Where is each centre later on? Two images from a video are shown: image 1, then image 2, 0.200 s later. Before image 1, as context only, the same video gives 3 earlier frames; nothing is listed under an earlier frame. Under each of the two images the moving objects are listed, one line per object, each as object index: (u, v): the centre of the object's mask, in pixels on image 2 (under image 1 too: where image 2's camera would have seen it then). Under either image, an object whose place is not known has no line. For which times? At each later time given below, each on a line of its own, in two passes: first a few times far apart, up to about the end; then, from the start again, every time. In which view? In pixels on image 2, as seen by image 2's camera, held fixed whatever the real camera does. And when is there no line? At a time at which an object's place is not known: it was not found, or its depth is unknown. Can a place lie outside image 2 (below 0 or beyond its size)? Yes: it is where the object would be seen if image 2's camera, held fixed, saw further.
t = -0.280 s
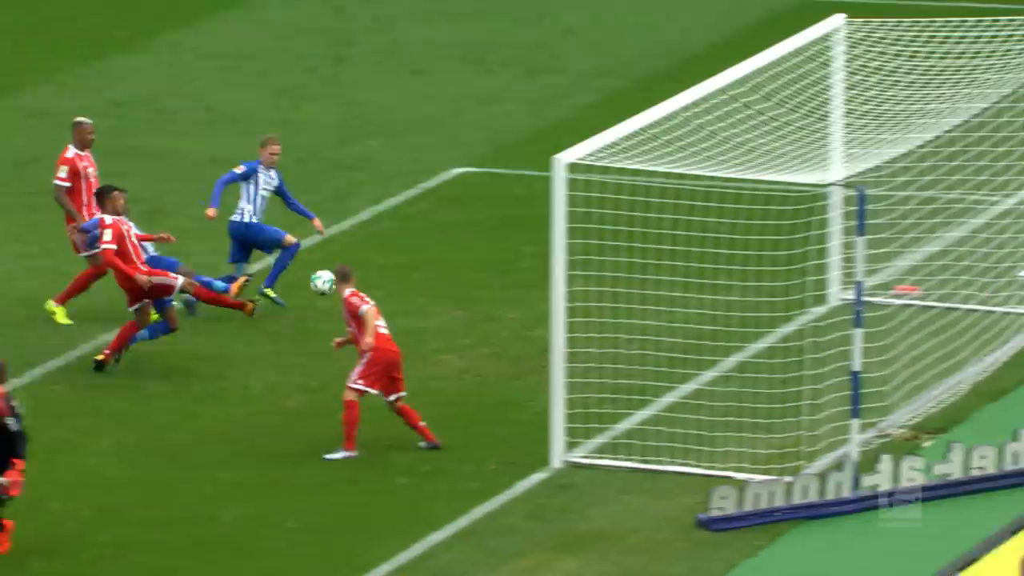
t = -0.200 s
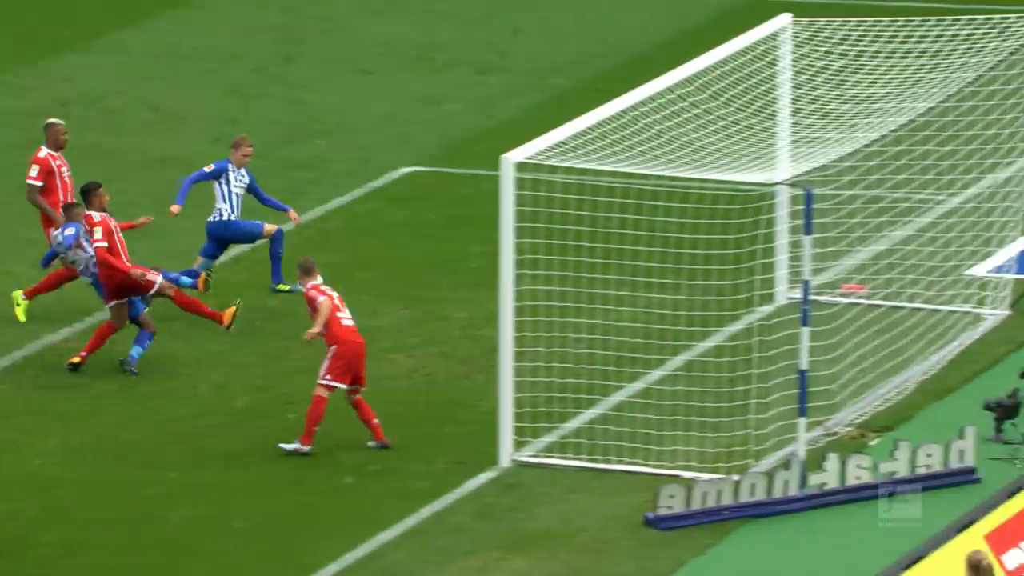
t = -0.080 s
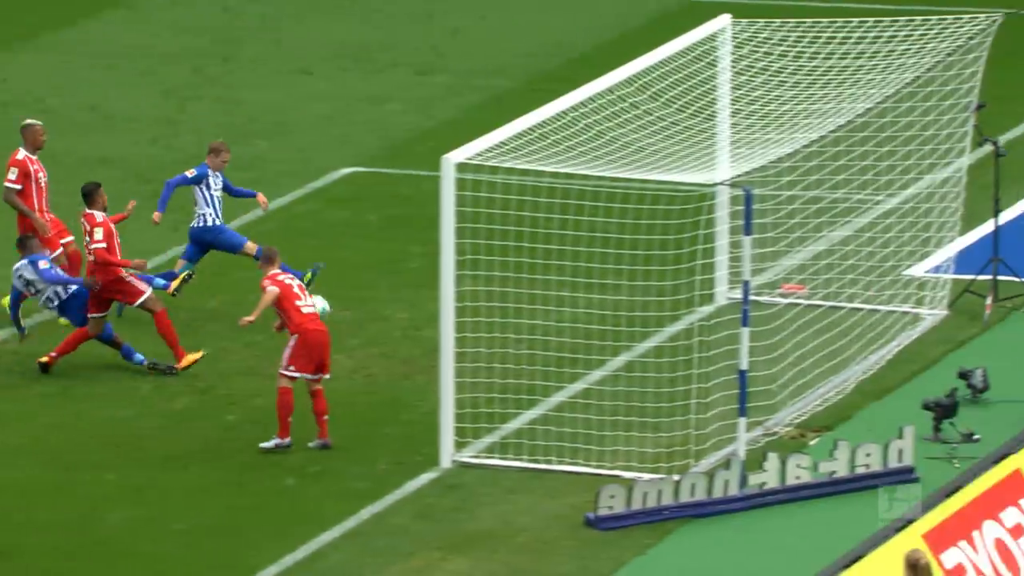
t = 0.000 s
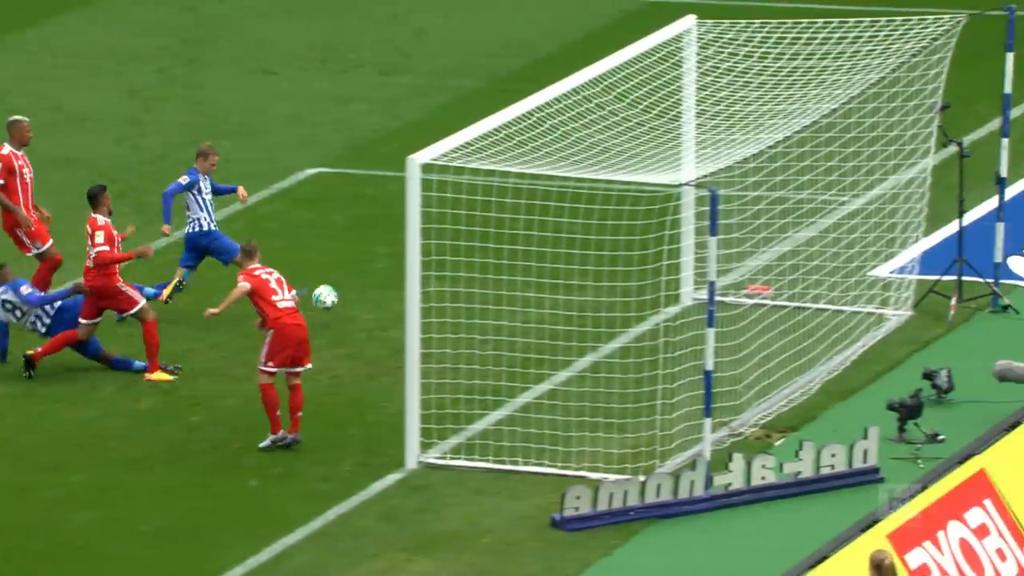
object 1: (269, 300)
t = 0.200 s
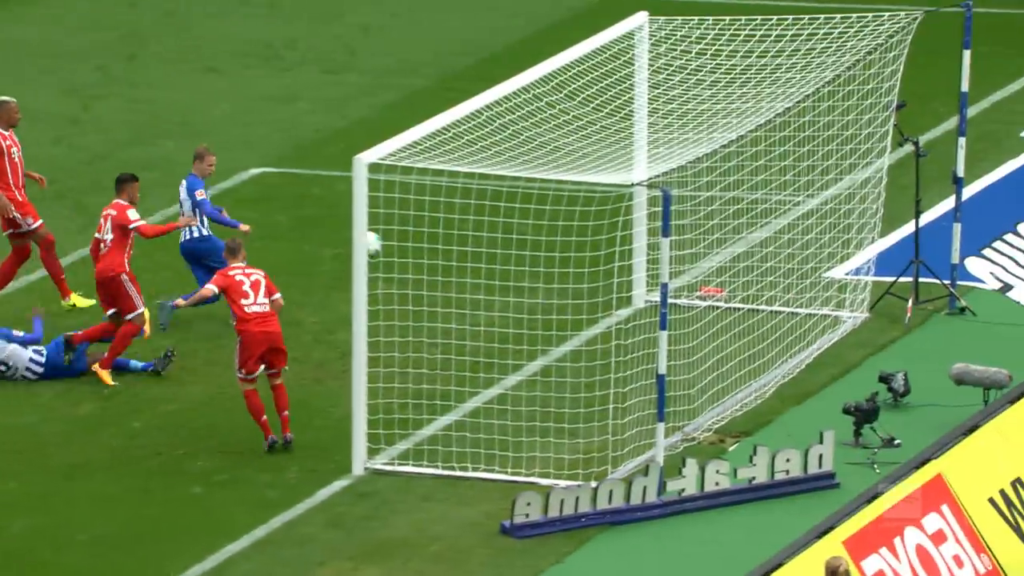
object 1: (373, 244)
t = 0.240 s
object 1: (393, 233)
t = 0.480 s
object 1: (575, 198)
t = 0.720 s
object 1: (773, 242)
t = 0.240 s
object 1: (393, 233)
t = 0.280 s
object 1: (418, 225)
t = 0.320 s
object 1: (447, 216)
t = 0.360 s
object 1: (476, 207)
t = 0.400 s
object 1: (506, 203)
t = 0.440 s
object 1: (540, 199)
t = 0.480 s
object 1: (575, 198)
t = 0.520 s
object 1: (605, 200)
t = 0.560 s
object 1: (639, 205)
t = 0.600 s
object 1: (677, 209)
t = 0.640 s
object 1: (702, 218)
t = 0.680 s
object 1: (738, 230)
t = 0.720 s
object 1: (773, 242)
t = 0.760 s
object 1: (801, 258)
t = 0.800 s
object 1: (828, 273)
